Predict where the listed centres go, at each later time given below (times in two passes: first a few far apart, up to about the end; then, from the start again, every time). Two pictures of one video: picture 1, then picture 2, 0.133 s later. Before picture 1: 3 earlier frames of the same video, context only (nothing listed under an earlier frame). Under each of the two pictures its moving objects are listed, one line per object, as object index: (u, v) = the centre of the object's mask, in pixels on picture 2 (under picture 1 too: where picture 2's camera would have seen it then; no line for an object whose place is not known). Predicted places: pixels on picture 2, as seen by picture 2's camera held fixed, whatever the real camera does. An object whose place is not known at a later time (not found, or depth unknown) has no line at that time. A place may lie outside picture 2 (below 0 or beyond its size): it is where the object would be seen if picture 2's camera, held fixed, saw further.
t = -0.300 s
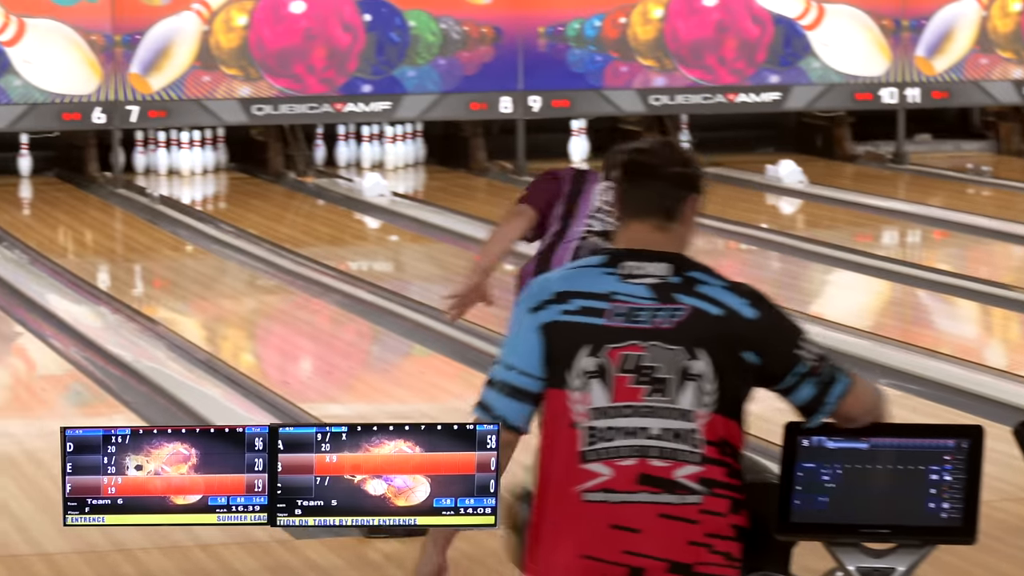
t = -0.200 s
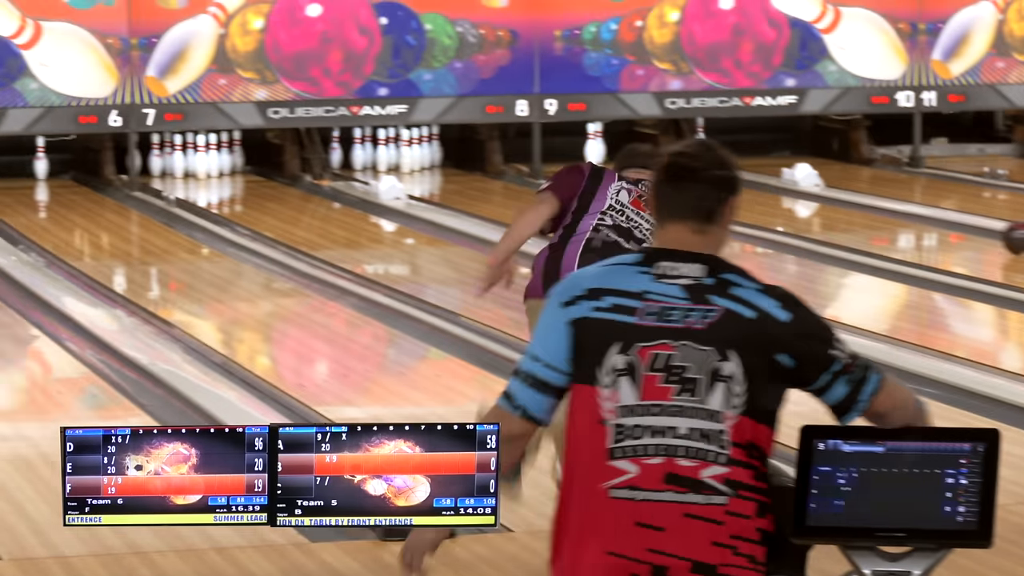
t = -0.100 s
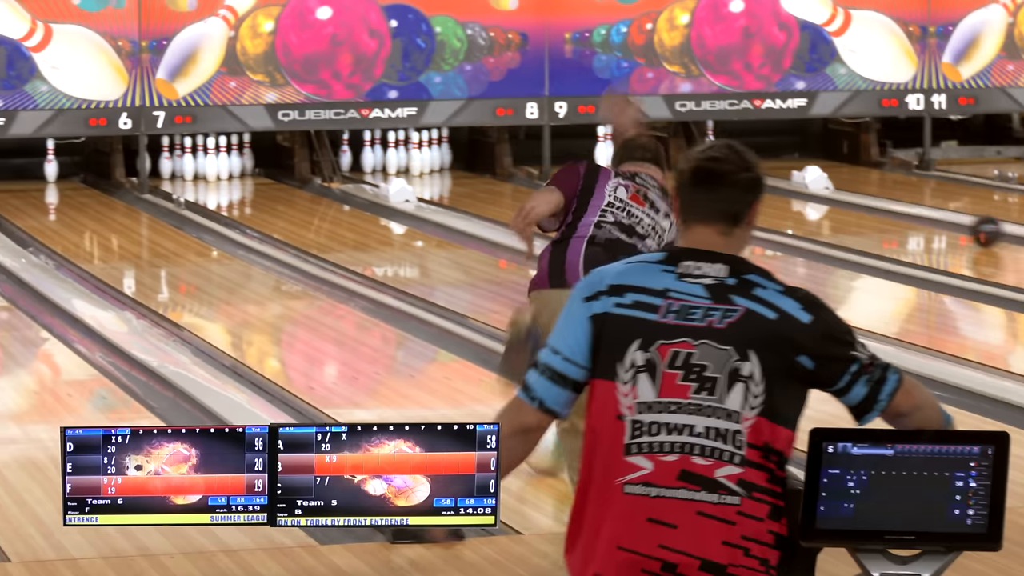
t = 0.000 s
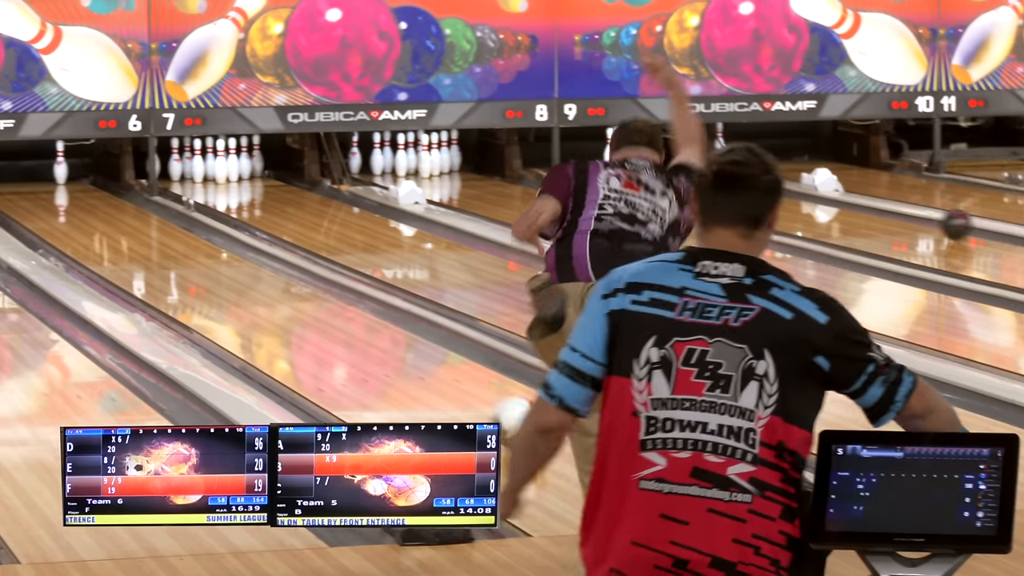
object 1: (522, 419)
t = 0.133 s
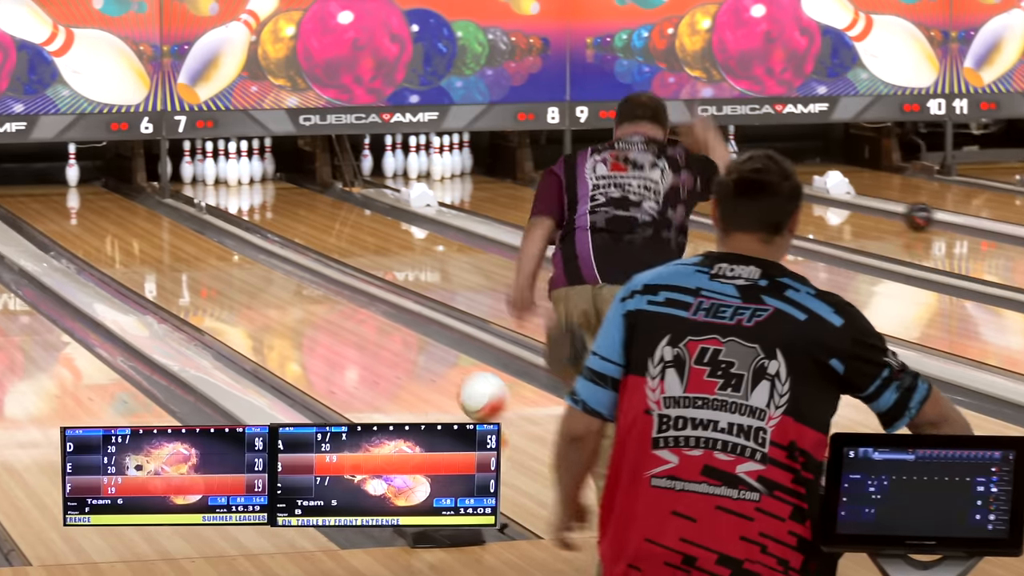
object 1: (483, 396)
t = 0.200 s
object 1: (461, 382)
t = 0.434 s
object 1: (397, 343)
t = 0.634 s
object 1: (349, 312)
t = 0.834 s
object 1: (308, 289)
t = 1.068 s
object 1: (266, 266)
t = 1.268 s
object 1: (233, 247)
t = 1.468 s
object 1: (204, 230)
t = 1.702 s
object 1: (172, 211)
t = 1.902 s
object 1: (145, 197)
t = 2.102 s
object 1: (118, 186)
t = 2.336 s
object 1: (87, 175)
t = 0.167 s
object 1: (471, 389)
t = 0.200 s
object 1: (461, 382)
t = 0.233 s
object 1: (451, 377)
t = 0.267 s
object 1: (441, 371)
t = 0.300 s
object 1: (432, 364)
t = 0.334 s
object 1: (423, 359)
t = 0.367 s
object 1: (414, 353)
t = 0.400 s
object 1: (405, 348)
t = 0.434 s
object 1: (397, 343)
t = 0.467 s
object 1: (388, 337)
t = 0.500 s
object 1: (380, 332)
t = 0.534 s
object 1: (373, 327)
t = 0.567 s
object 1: (364, 322)
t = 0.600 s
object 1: (357, 318)
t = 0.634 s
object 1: (349, 312)
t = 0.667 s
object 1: (342, 308)
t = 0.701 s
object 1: (335, 305)
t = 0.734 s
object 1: (328, 300)
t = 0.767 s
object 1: (321, 297)
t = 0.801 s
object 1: (315, 293)
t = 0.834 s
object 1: (308, 289)
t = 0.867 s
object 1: (302, 286)
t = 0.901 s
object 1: (295, 282)
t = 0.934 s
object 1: (289, 280)
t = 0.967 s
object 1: (284, 275)
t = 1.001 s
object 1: (278, 273)
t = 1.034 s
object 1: (272, 269)
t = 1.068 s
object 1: (266, 266)
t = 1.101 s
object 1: (260, 263)
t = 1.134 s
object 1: (255, 260)
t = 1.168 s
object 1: (250, 256)
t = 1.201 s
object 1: (243, 254)
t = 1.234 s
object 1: (238, 250)
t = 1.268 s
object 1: (233, 247)
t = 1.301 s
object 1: (228, 244)
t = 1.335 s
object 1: (224, 241)
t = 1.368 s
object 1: (219, 238)
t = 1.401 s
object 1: (214, 236)
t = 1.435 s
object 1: (209, 233)
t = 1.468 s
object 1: (204, 230)
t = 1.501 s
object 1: (200, 227)
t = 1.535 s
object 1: (195, 224)
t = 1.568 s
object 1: (190, 221)
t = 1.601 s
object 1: (186, 219)
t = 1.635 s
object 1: (181, 216)
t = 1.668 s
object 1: (176, 213)
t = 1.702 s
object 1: (172, 211)
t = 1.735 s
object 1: (167, 209)
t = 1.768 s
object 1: (163, 206)
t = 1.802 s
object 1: (158, 204)
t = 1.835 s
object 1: (153, 202)
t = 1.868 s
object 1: (149, 200)
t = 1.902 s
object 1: (145, 197)
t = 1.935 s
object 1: (140, 195)
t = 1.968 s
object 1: (136, 193)
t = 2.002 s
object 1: (132, 191)
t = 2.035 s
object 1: (126, 190)
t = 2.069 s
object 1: (122, 188)
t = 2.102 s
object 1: (118, 186)
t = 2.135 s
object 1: (113, 185)
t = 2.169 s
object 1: (109, 183)
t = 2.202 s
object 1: (105, 181)
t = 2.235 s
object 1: (100, 179)
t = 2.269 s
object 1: (96, 178)
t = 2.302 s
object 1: (91, 176)
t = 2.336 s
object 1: (87, 175)
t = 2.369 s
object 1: (84, 174)
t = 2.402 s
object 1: (84, 172)
